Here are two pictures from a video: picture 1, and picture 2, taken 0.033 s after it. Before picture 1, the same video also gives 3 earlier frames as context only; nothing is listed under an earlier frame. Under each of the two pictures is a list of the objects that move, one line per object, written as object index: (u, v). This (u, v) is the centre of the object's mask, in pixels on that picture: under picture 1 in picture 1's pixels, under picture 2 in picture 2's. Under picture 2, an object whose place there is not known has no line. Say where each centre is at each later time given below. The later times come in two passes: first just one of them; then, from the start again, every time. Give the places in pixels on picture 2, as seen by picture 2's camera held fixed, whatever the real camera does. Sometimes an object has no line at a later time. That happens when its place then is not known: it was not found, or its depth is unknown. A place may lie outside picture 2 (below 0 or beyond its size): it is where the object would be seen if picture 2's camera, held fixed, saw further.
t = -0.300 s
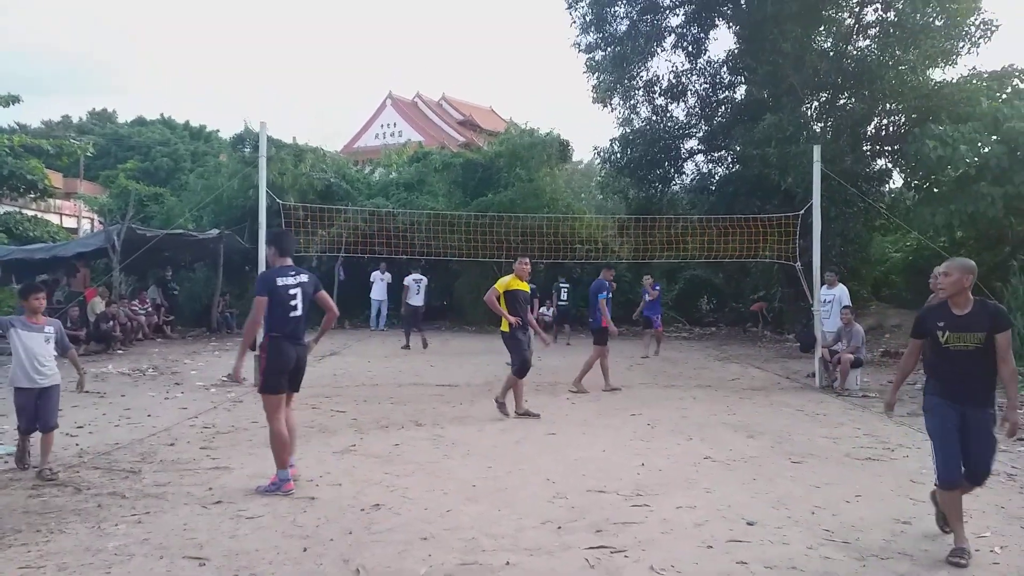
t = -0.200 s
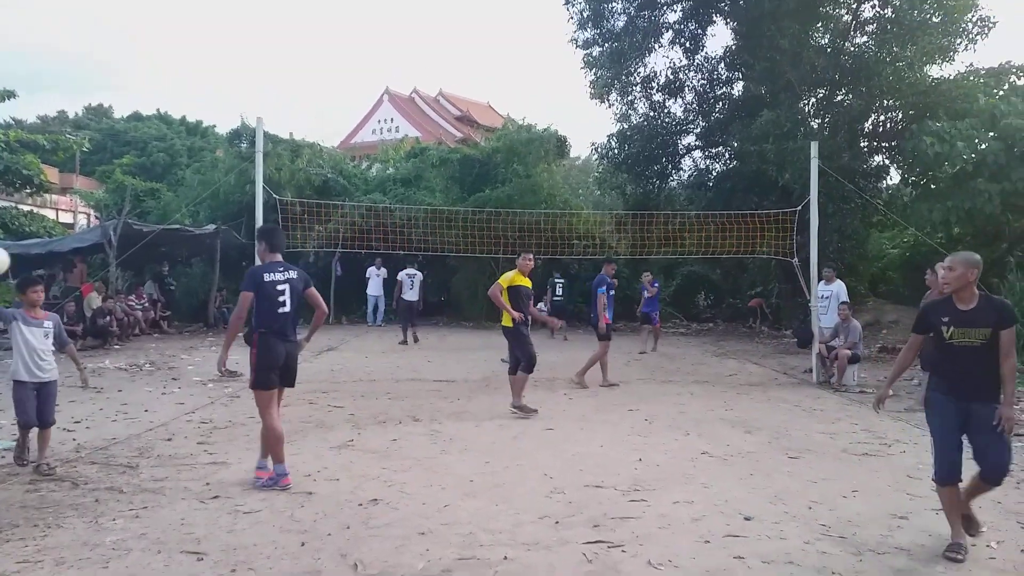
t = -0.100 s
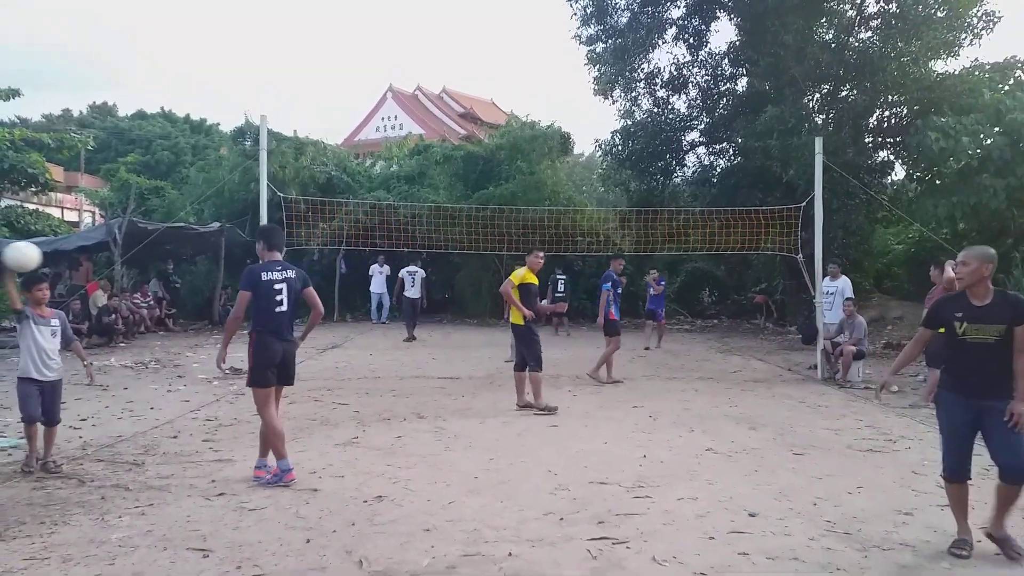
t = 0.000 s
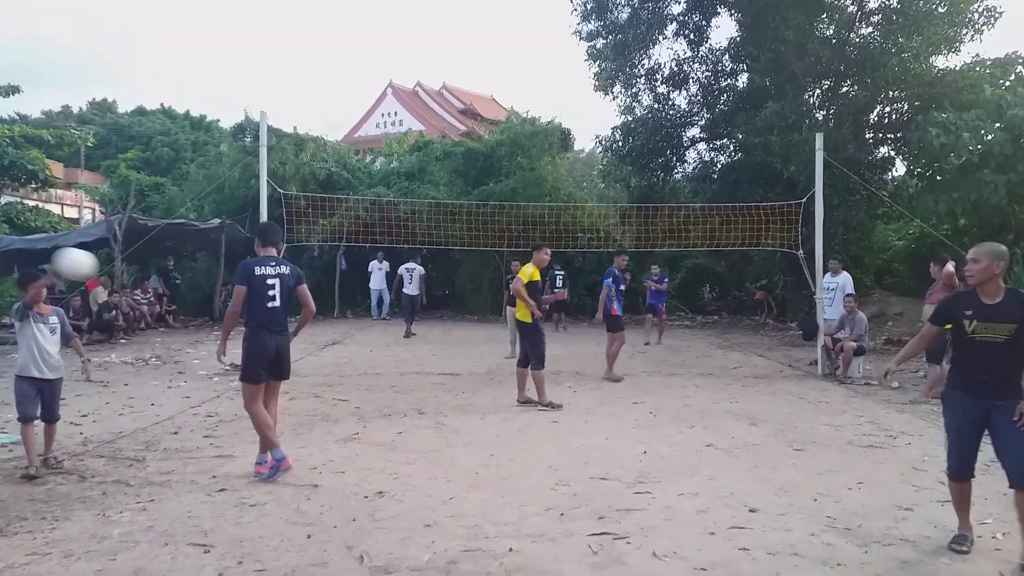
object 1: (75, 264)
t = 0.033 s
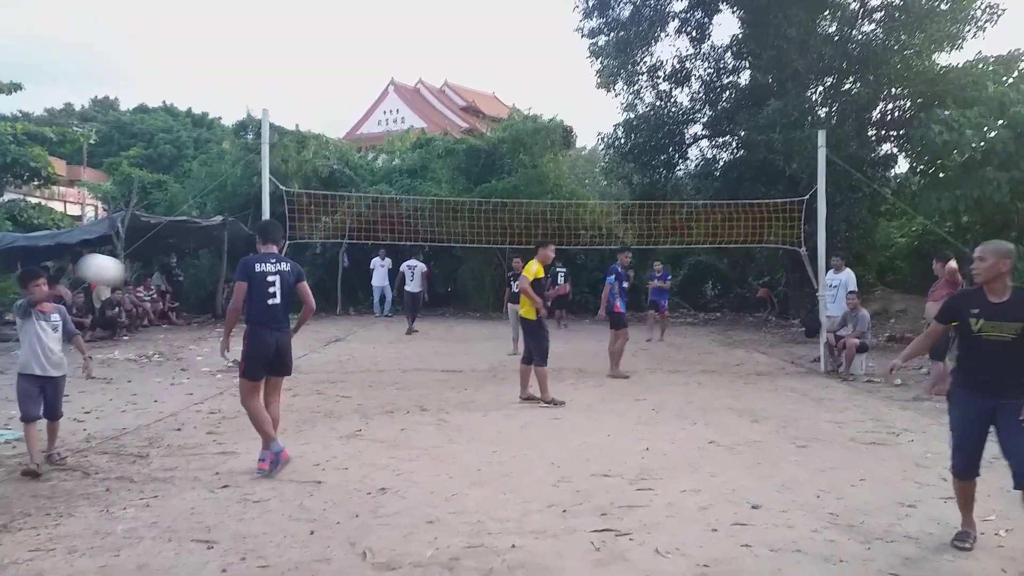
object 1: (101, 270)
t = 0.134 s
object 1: (174, 309)
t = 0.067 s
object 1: (125, 281)
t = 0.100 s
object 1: (149, 295)
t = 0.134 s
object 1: (174, 309)
